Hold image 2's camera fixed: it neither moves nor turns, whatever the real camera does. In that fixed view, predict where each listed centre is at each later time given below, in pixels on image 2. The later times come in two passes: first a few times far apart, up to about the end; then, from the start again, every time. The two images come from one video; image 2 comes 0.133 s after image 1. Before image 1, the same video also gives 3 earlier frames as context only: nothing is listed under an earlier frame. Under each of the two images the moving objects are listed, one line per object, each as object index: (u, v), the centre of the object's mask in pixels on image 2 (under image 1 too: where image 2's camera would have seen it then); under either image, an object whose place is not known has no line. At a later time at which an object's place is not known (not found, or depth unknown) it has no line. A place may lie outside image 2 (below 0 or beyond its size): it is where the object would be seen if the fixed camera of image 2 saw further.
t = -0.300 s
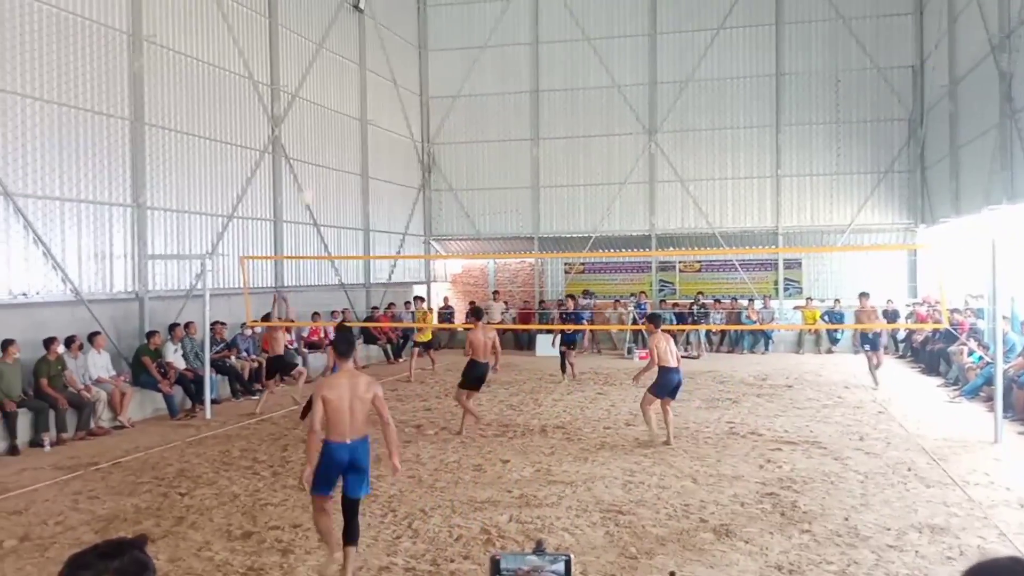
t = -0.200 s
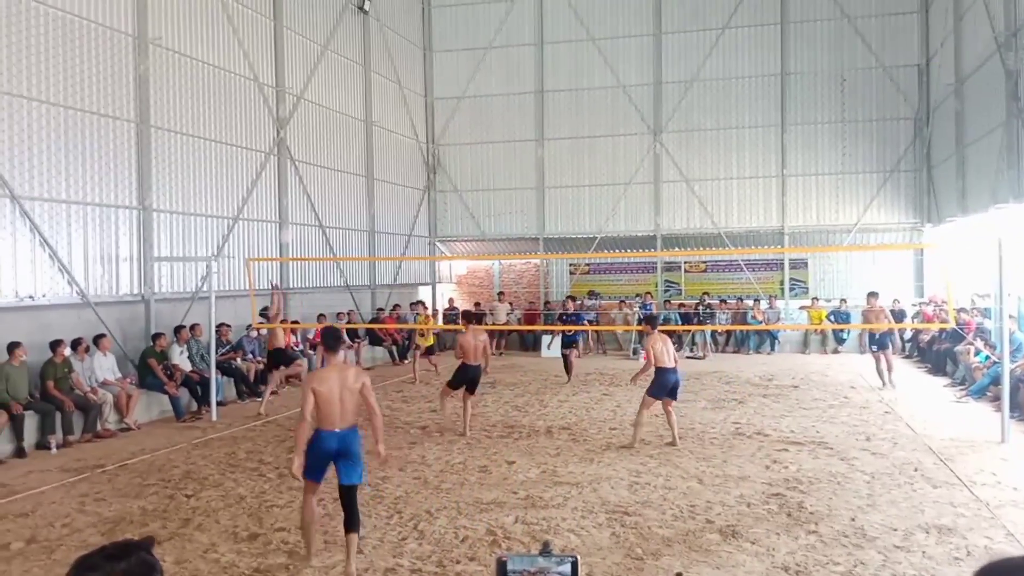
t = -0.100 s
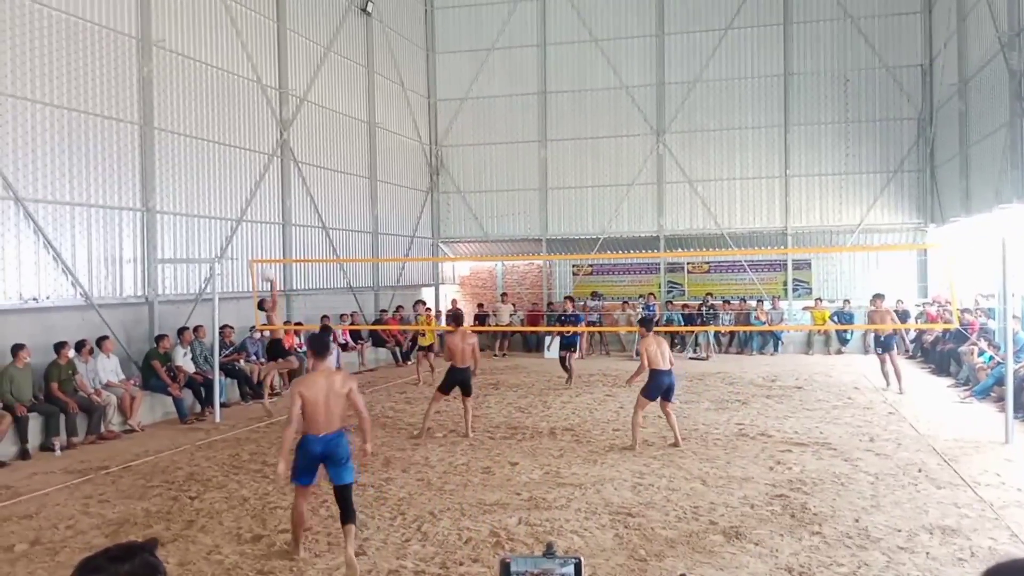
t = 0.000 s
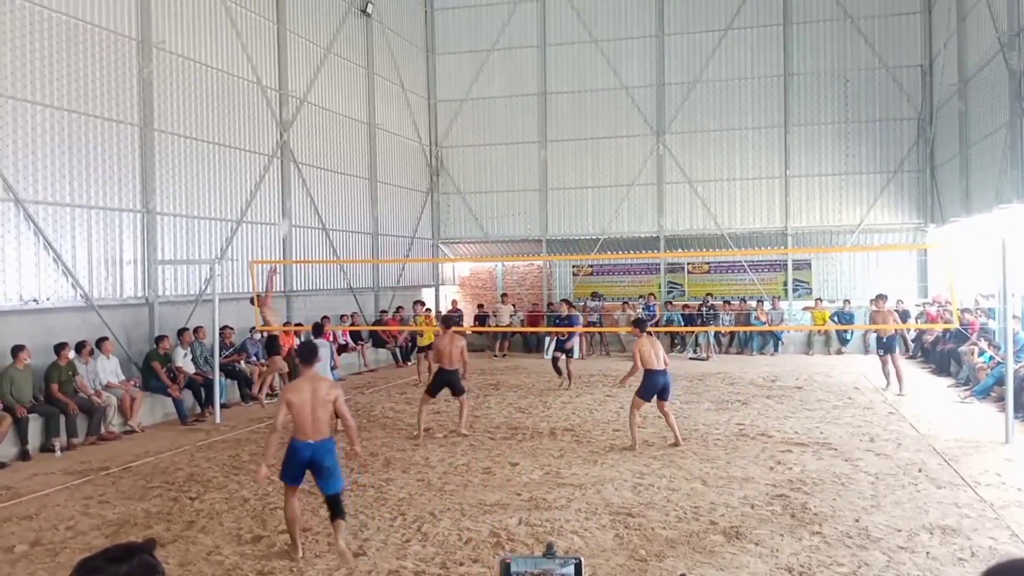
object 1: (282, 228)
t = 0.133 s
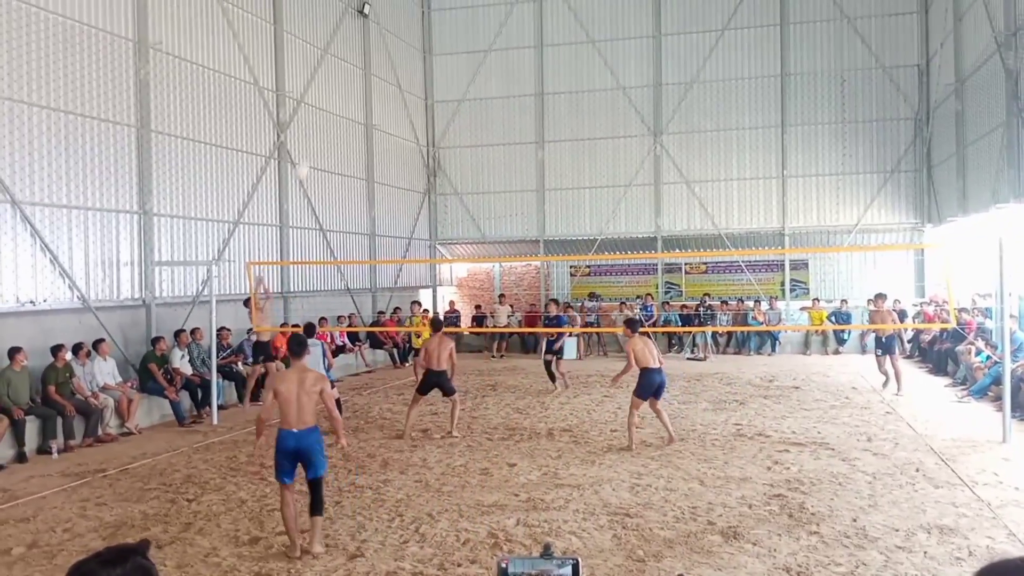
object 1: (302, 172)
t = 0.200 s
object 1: (315, 144)
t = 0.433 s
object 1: (353, 77)
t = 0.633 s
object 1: (384, 47)
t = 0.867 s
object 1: (423, 45)
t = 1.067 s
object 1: (457, 71)
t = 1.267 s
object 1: (492, 123)
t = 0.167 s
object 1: (309, 157)
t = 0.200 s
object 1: (315, 144)
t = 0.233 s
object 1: (319, 132)
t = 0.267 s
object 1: (326, 120)
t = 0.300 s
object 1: (331, 112)
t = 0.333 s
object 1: (337, 102)
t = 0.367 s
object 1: (343, 93)
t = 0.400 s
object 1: (347, 85)
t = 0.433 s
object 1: (353, 77)
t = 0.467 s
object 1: (358, 70)
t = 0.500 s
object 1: (363, 64)
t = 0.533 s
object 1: (368, 59)
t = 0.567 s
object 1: (373, 54)
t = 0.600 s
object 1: (379, 50)
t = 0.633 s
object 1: (384, 47)
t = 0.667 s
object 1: (390, 44)
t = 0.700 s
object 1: (396, 43)
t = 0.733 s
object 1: (401, 42)
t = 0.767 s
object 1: (407, 42)
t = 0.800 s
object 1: (412, 42)
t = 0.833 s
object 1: (418, 43)
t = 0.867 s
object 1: (423, 45)
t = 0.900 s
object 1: (429, 48)
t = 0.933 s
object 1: (434, 50)
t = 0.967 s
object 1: (440, 55)
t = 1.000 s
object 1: (446, 59)
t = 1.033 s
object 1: (452, 65)
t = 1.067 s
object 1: (457, 71)
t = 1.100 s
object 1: (463, 78)
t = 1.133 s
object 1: (469, 85)
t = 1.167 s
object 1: (474, 93)
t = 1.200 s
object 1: (480, 103)
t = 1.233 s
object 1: (486, 112)
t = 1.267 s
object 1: (492, 123)
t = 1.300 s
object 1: (497, 133)
